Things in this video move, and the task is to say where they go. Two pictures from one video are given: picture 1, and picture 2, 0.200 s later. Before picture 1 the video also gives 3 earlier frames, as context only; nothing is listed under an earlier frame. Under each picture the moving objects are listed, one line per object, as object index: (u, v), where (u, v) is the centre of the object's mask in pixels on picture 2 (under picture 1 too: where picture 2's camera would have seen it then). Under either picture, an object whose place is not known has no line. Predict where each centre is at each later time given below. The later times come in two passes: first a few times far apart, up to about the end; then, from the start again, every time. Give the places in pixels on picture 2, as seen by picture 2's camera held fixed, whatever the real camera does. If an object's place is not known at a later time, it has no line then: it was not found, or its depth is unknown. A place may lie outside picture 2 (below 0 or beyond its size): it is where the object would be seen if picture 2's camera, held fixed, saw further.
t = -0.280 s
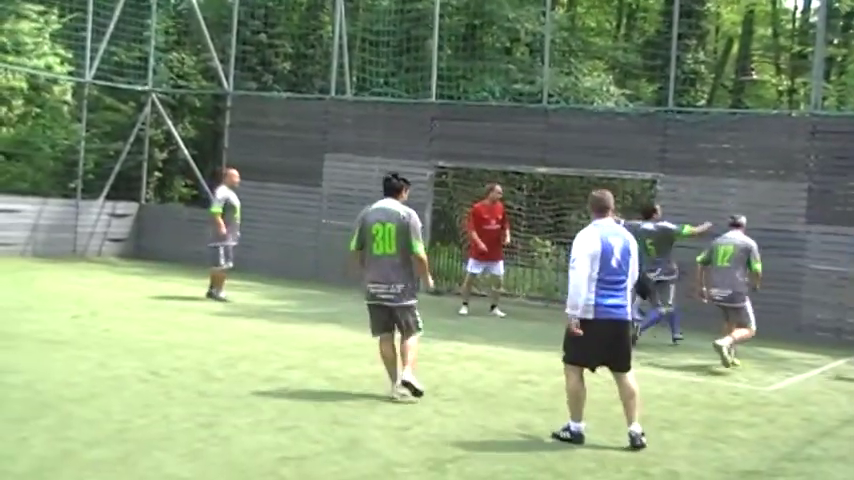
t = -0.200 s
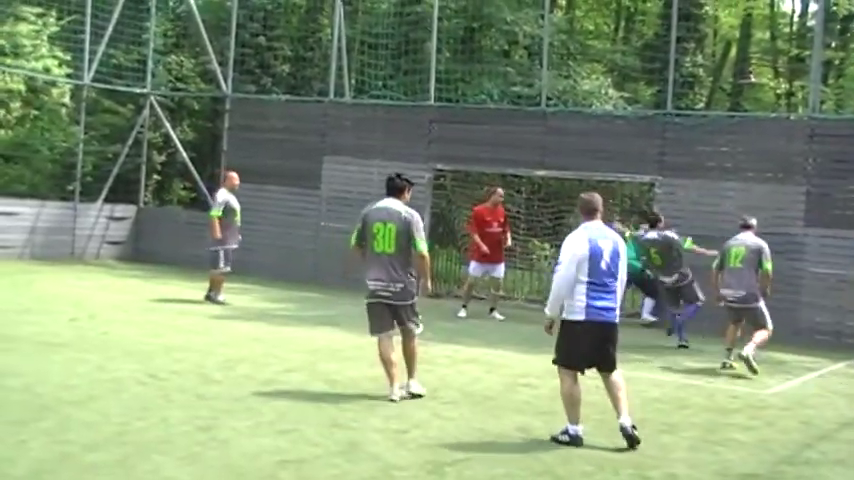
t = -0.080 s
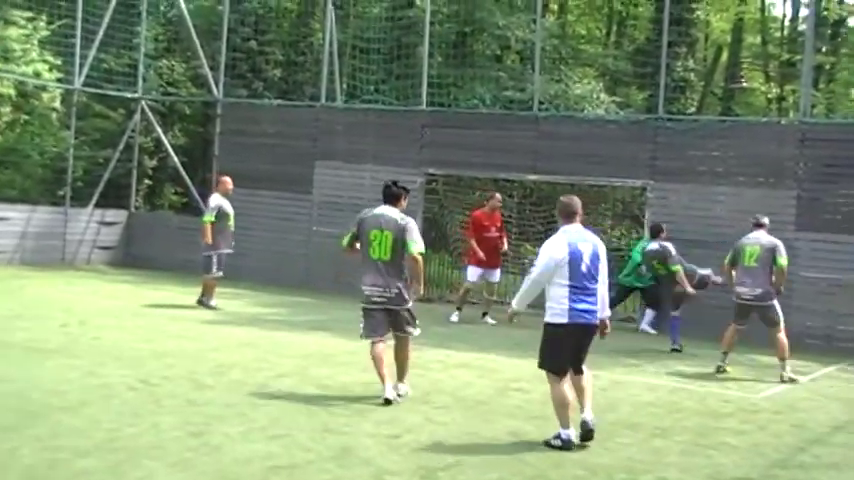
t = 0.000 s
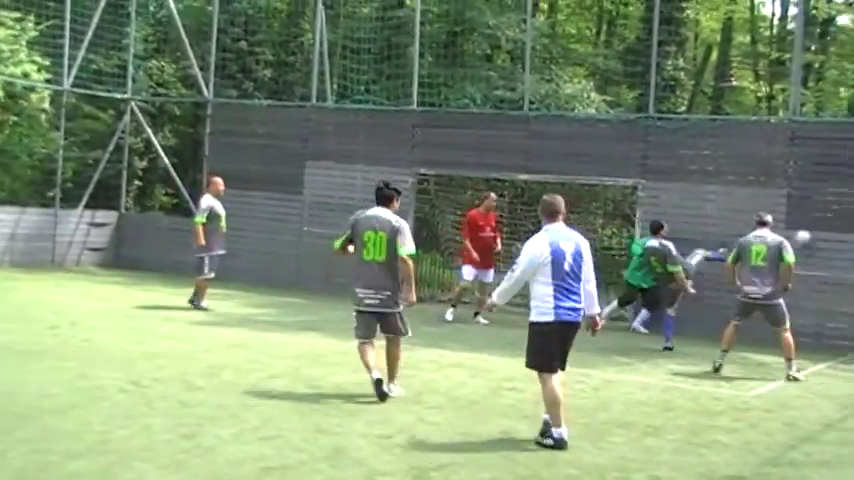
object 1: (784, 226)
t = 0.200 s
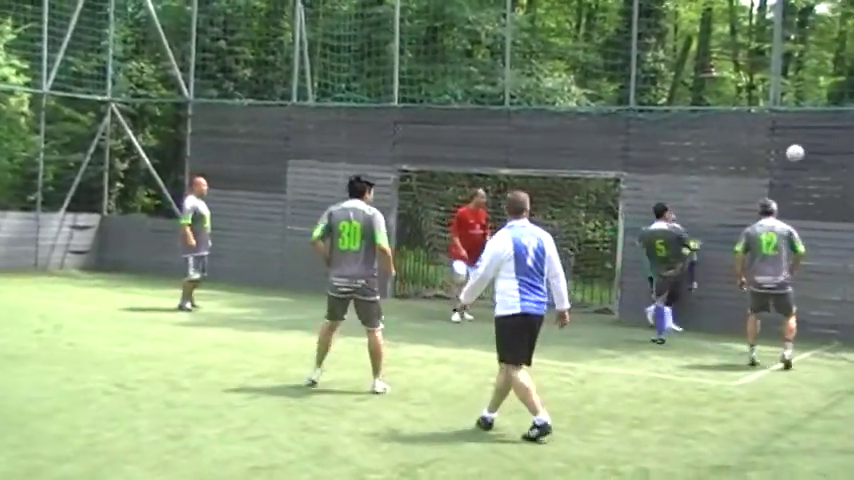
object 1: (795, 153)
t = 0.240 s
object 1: (796, 140)
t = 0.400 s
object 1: (800, 98)
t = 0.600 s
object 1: (806, 69)
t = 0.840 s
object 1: (812, 79)
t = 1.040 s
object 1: (820, 144)
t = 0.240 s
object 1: (796, 140)
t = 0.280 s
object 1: (797, 130)
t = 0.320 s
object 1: (798, 117)
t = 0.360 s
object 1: (799, 107)
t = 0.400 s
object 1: (800, 98)
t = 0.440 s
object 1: (801, 89)
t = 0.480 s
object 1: (802, 82)
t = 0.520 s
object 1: (803, 76)
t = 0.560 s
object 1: (805, 71)
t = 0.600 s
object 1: (806, 69)
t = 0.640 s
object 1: (807, 66)
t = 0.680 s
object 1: (808, 66)
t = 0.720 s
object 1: (809, 67)
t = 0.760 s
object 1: (811, 68)
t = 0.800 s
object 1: (812, 74)
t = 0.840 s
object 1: (812, 79)
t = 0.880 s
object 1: (815, 87)
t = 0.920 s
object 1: (816, 99)
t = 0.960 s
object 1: (817, 111)
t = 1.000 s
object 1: (818, 127)
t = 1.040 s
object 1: (820, 144)
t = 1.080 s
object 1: (821, 164)
